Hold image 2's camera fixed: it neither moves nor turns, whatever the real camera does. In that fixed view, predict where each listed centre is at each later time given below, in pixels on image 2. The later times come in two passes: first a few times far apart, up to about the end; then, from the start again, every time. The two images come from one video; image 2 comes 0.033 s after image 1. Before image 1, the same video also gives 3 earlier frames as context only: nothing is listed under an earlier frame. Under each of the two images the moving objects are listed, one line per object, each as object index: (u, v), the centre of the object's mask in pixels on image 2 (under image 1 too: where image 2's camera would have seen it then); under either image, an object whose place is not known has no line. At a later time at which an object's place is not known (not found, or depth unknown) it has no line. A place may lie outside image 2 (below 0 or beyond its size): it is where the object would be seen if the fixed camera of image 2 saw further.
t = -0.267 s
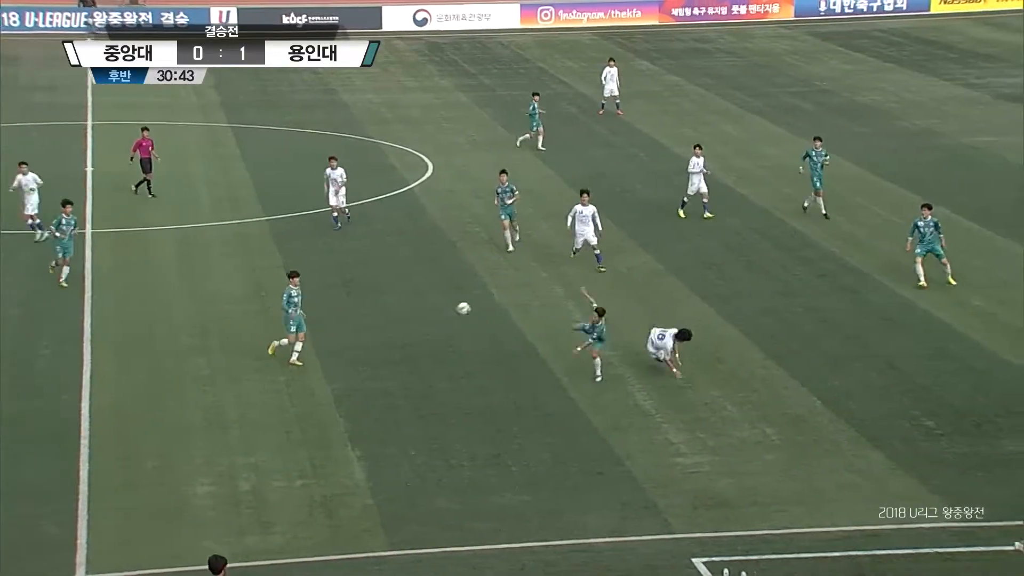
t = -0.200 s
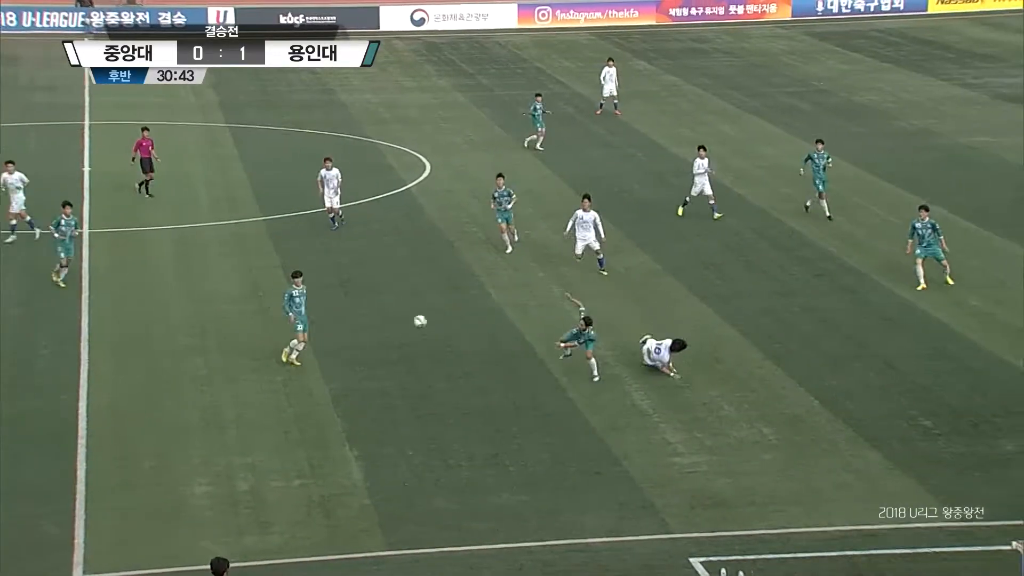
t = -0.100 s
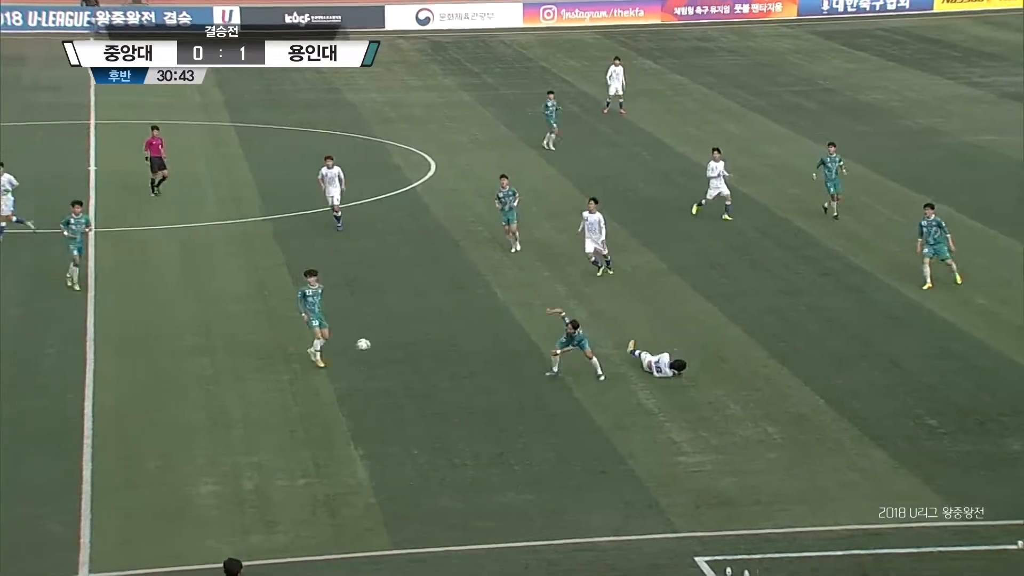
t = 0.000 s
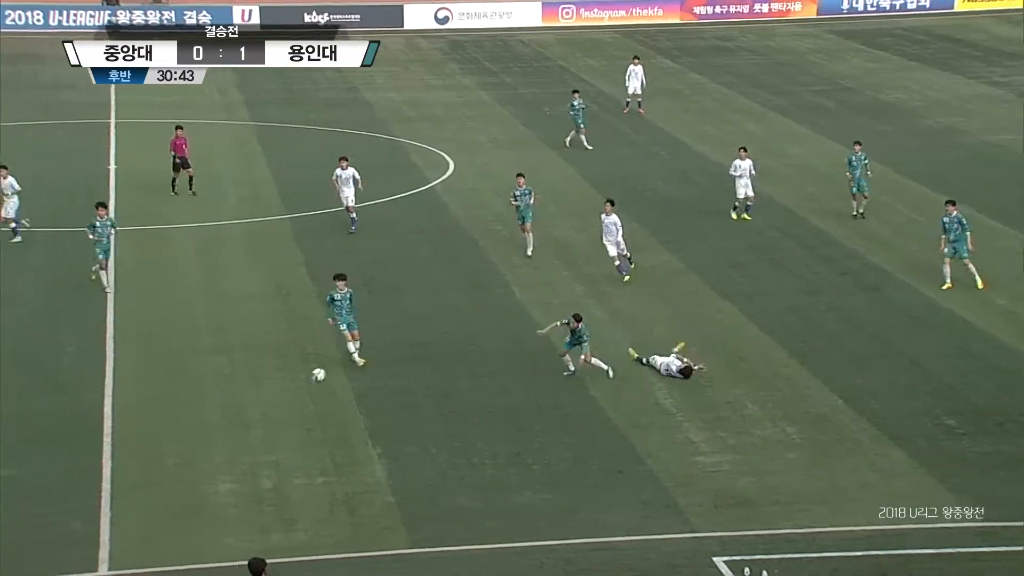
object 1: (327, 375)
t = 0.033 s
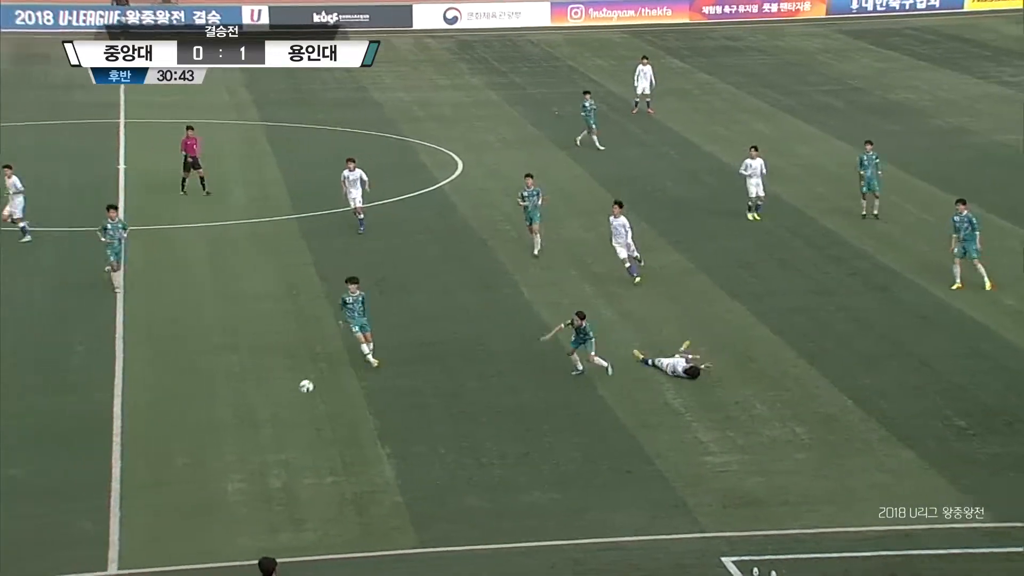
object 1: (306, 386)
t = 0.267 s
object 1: (169, 453)
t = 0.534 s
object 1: (65, 427)
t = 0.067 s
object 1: (285, 399)
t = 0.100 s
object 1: (263, 413)
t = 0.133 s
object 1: (242, 427)
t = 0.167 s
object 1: (219, 442)
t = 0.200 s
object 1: (197, 459)
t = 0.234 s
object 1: (182, 460)
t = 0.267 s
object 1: (169, 453)
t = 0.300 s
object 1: (156, 447)
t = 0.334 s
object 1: (143, 442)
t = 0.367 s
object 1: (130, 437)
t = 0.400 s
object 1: (117, 434)
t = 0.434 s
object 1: (105, 431)
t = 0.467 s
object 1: (91, 428)
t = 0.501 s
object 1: (78, 427)
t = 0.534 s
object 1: (65, 427)
